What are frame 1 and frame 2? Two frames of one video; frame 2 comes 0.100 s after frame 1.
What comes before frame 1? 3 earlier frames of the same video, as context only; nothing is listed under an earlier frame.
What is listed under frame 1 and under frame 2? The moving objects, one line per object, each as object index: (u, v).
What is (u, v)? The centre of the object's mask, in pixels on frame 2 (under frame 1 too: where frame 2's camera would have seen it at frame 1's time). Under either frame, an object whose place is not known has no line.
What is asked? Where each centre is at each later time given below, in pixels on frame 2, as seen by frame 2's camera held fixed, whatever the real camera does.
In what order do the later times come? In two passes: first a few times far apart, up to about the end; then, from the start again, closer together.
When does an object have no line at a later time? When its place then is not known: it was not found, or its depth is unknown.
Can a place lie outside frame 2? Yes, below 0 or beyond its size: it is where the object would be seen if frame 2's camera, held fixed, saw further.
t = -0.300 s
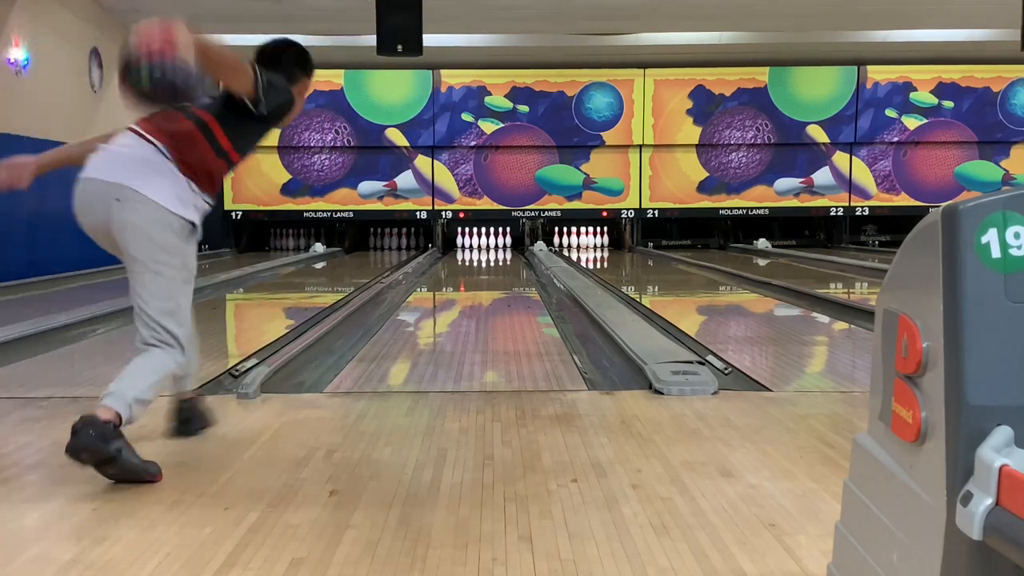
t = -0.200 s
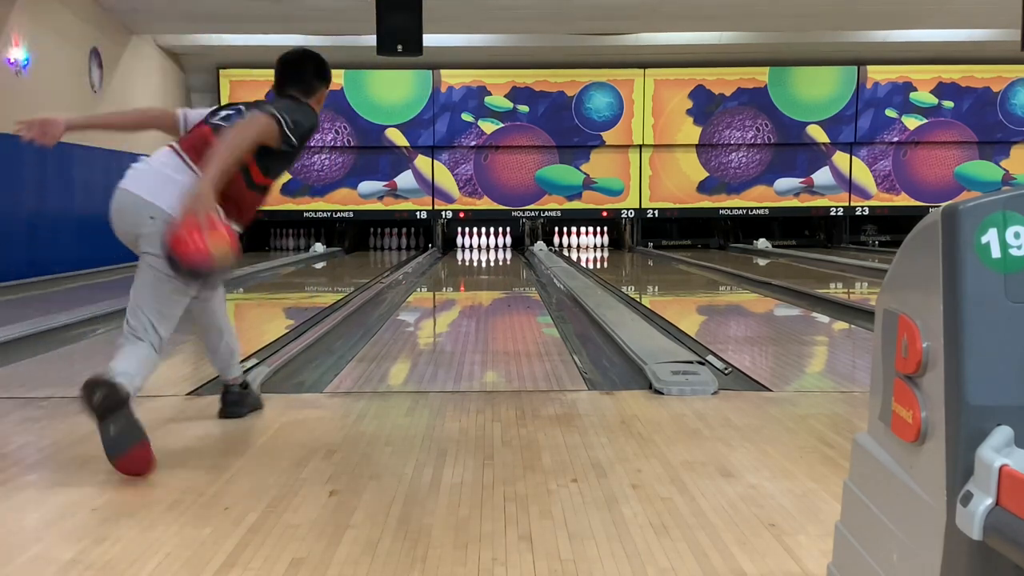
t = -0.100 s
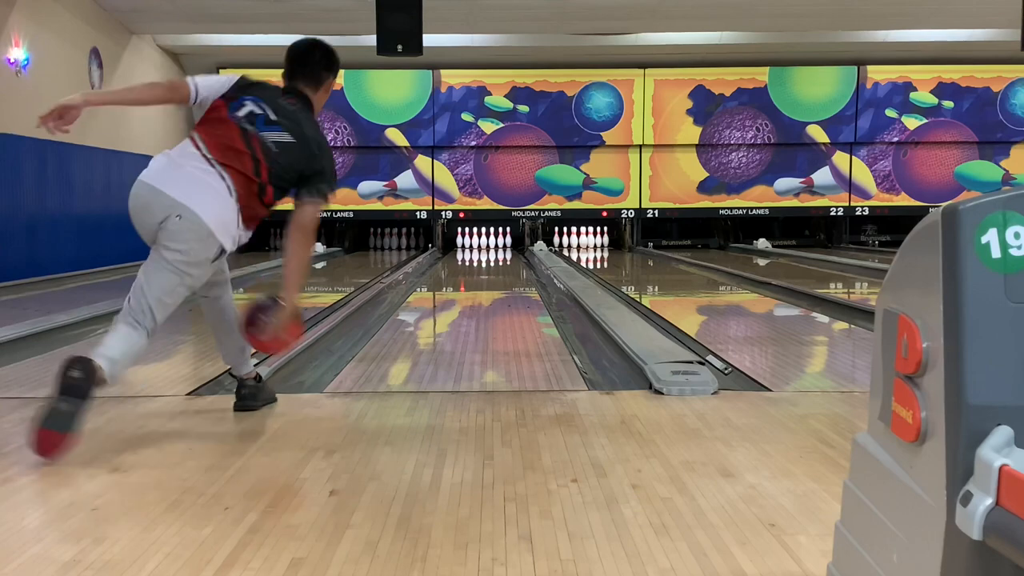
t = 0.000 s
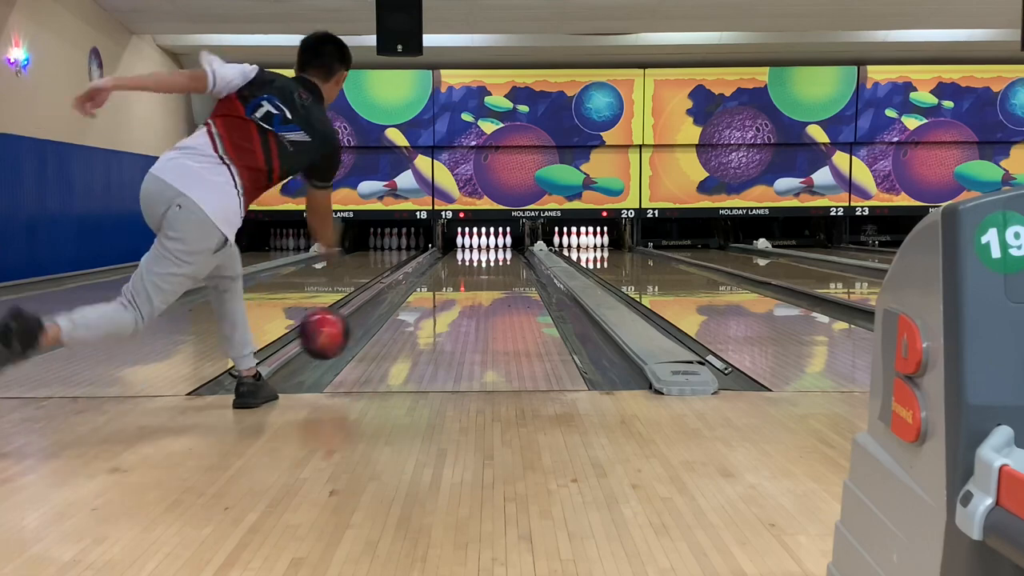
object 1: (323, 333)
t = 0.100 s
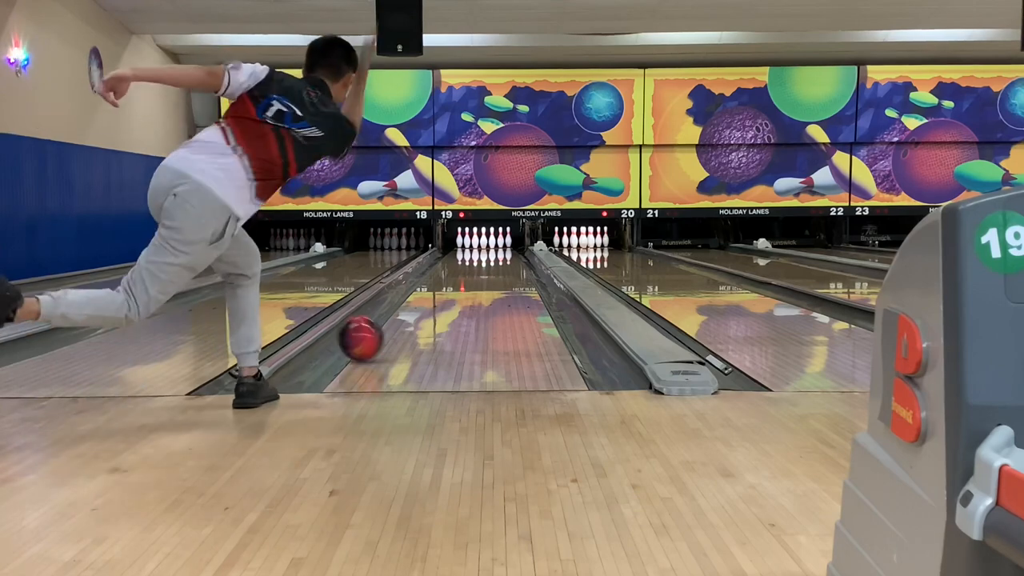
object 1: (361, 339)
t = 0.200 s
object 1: (388, 325)
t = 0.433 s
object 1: (430, 300)
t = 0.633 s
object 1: (454, 286)
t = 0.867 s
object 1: (473, 274)
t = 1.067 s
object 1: (484, 266)
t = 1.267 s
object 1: (493, 261)
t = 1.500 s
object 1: (501, 255)
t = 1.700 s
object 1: (504, 251)
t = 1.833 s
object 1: (505, 249)
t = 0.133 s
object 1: (370, 333)
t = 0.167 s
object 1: (380, 330)
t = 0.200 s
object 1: (388, 325)
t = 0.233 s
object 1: (395, 320)
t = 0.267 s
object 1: (402, 317)
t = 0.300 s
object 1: (408, 313)
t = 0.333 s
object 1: (415, 309)
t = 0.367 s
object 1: (420, 306)
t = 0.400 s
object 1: (425, 302)
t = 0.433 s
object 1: (430, 300)
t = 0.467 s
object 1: (434, 296)
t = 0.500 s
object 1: (439, 294)
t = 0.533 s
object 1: (443, 292)
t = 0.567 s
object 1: (447, 290)
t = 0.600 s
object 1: (450, 288)
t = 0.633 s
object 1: (454, 286)
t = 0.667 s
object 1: (457, 284)
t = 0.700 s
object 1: (460, 281)
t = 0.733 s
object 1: (463, 280)
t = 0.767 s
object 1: (466, 279)
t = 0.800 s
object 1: (468, 277)
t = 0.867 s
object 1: (473, 274)
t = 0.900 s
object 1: (475, 273)
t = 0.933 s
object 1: (477, 271)
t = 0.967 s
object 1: (479, 270)
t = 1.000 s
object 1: (480, 269)
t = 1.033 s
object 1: (483, 268)
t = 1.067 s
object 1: (484, 266)
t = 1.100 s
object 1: (485, 266)
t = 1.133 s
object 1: (488, 264)
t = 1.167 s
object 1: (489, 263)
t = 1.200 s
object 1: (491, 262)
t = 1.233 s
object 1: (492, 262)
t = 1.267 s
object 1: (493, 261)
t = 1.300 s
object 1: (495, 261)
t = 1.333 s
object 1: (495, 259)
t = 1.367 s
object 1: (497, 257)
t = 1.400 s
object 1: (497, 257)
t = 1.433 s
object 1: (497, 256)
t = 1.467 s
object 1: (499, 255)
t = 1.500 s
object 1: (501, 255)
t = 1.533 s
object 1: (501, 254)
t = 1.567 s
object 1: (502, 253)
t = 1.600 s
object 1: (502, 253)
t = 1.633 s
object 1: (504, 253)
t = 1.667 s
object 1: (504, 252)
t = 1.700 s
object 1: (504, 251)
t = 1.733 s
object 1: (504, 251)
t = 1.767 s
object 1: (505, 250)
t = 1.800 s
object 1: (505, 250)
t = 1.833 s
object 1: (505, 249)
